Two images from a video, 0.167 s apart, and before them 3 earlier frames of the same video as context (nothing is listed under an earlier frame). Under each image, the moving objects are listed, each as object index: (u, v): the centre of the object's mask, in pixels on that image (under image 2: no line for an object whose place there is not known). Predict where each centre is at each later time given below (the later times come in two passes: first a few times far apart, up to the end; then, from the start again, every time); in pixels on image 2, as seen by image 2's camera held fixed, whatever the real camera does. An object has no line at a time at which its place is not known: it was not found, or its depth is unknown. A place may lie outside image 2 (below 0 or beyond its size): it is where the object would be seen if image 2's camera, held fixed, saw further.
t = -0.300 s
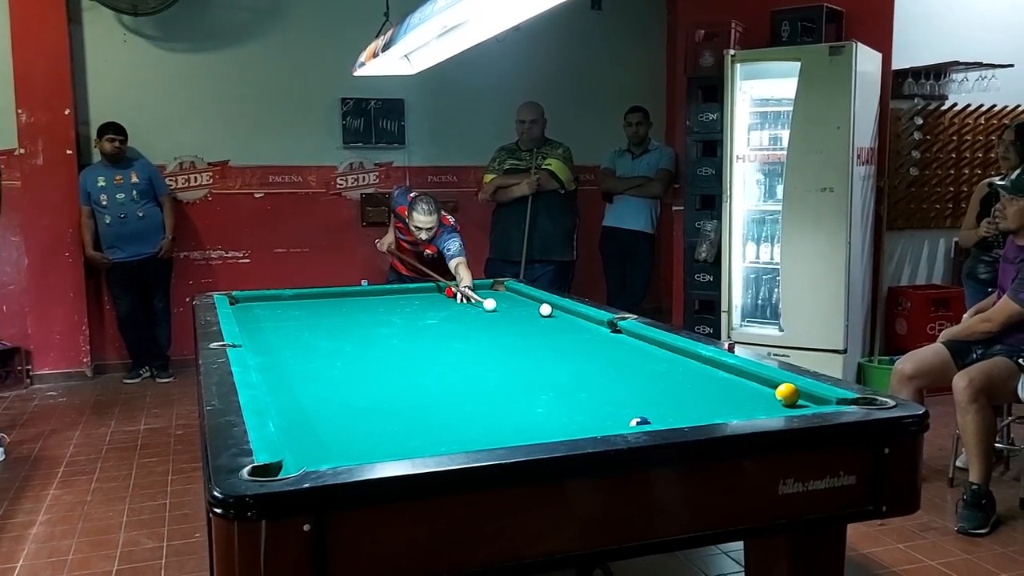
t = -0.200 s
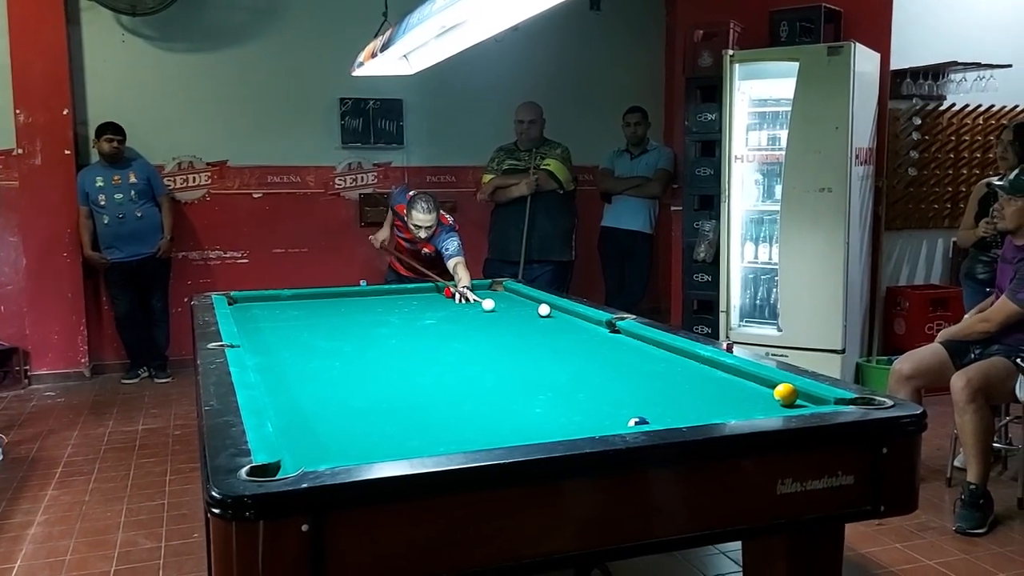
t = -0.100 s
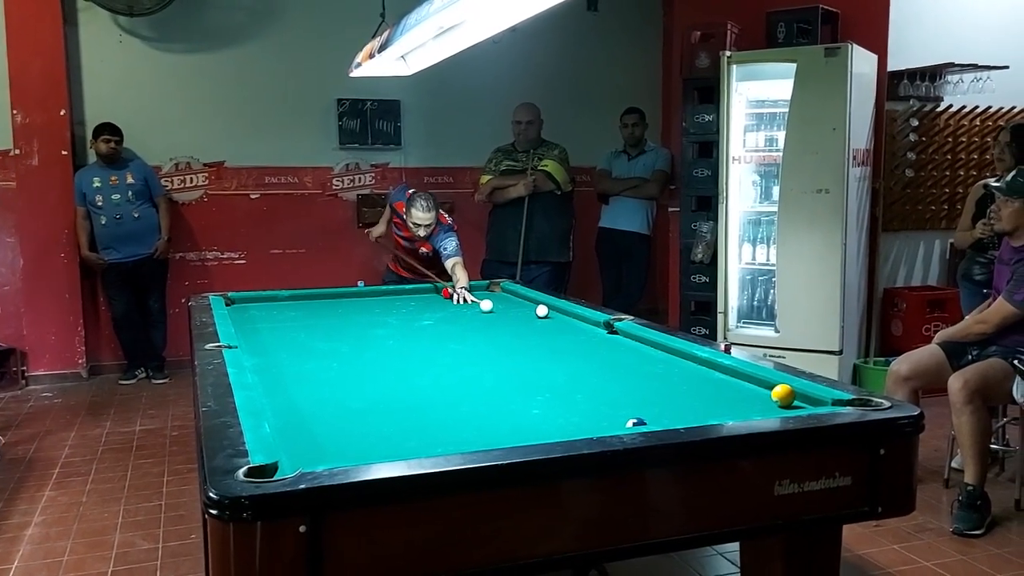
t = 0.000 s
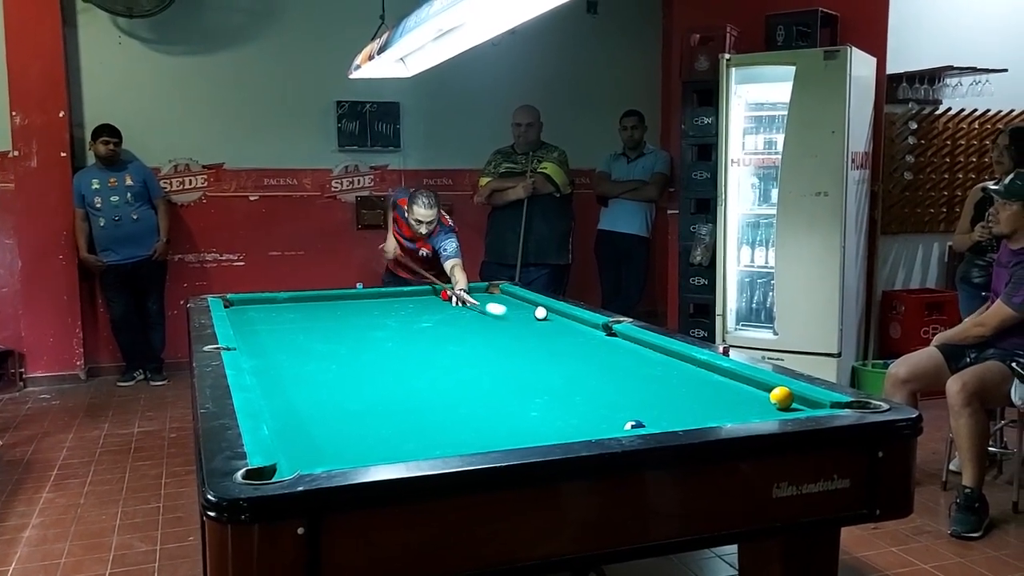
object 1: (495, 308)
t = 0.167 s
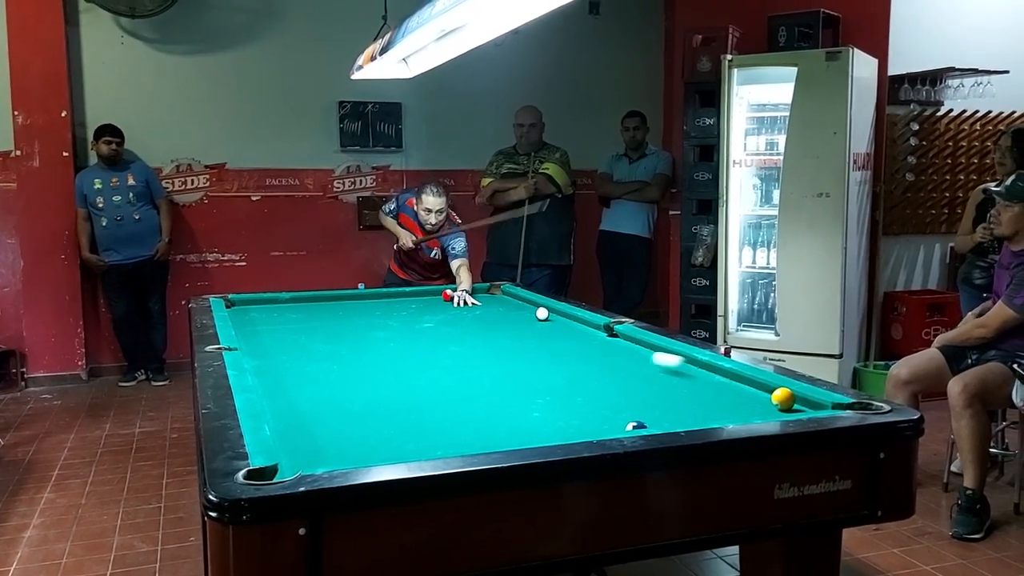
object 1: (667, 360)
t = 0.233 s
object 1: (764, 392)
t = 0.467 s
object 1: (753, 394)
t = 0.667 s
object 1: (729, 389)
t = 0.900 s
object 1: (704, 385)
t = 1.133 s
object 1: (681, 380)
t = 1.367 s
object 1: (661, 376)
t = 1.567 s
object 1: (646, 374)
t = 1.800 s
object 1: (630, 371)
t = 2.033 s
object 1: (616, 369)
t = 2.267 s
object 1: (604, 366)
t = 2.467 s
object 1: (595, 365)
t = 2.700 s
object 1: (586, 363)
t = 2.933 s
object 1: (580, 362)
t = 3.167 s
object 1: (575, 361)
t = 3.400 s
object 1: (571, 361)
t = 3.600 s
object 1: (570, 361)
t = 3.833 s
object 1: (570, 360)
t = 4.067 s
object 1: (571, 361)
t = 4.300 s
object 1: (571, 361)
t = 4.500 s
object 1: (571, 361)
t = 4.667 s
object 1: (571, 361)
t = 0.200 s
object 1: (715, 374)
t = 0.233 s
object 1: (764, 392)
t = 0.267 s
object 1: (767, 395)
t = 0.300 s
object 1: (767, 395)
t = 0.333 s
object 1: (765, 396)
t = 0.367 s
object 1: (763, 396)
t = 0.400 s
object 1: (761, 395)
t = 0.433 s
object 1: (757, 395)
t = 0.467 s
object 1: (753, 394)
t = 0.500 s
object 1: (749, 393)
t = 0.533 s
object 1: (745, 393)
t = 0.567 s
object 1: (740, 392)
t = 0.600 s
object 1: (736, 391)
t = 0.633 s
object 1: (733, 390)
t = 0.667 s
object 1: (729, 389)
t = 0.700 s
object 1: (725, 389)
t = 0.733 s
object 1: (722, 388)
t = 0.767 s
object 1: (718, 387)
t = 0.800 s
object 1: (714, 387)
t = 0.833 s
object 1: (710, 386)
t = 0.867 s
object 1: (707, 385)
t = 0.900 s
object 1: (704, 385)
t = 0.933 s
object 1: (700, 384)
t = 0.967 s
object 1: (697, 383)
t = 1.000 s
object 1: (694, 383)
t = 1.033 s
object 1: (690, 382)
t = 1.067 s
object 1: (687, 381)
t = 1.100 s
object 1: (684, 381)
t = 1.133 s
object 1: (681, 380)
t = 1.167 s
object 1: (678, 380)
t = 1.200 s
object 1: (675, 379)
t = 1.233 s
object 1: (672, 379)
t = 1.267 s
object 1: (669, 378)
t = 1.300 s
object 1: (667, 377)
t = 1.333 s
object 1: (664, 377)
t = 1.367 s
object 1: (661, 376)
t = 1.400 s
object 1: (659, 376)
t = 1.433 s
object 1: (656, 376)
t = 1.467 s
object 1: (653, 375)
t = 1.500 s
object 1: (651, 374)
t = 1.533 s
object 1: (648, 374)
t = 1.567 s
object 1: (646, 374)
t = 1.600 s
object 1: (644, 373)
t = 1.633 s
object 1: (641, 373)
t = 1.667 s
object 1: (639, 372)
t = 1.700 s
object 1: (637, 372)
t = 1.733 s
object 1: (634, 371)
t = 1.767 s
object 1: (632, 371)
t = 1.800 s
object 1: (630, 371)
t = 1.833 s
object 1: (628, 370)
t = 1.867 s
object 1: (626, 370)
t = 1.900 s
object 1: (624, 370)
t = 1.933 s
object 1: (622, 369)
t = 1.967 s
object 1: (620, 369)
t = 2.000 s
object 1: (618, 369)
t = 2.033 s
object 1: (616, 369)
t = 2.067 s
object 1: (614, 368)
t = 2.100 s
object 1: (612, 367)
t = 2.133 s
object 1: (610, 367)
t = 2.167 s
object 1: (609, 367)
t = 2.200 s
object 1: (607, 367)
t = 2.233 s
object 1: (606, 366)
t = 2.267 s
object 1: (604, 366)
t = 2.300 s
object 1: (602, 366)
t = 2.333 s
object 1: (601, 366)
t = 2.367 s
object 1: (599, 366)
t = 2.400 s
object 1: (598, 365)
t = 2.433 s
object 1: (596, 365)
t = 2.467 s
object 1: (595, 365)
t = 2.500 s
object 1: (594, 364)
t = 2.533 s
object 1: (592, 364)
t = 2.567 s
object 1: (591, 364)
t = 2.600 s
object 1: (590, 364)
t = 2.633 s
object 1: (589, 363)
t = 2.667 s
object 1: (587, 363)
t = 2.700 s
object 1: (586, 363)
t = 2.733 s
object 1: (585, 363)
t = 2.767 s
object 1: (584, 363)
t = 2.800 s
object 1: (583, 362)
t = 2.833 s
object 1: (582, 362)
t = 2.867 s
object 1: (582, 362)
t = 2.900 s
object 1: (581, 362)
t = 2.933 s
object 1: (580, 362)
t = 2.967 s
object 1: (579, 362)
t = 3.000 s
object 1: (578, 362)
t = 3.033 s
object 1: (577, 362)
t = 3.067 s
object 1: (577, 361)
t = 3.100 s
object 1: (576, 361)
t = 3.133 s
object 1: (575, 361)
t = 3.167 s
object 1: (575, 361)
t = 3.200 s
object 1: (574, 361)
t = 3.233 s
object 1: (573, 361)
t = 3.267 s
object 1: (573, 361)
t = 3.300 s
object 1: (572, 361)
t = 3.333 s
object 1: (572, 361)
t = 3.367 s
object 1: (572, 361)
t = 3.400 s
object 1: (571, 361)
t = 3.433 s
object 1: (571, 361)
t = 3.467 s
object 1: (570, 361)
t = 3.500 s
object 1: (570, 360)
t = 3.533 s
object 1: (570, 360)
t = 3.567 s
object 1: (570, 360)
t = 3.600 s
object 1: (570, 361)
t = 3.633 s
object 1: (570, 360)
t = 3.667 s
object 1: (570, 361)
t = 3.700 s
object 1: (570, 360)
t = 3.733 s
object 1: (570, 360)
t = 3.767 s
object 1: (570, 360)
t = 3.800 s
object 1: (570, 360)
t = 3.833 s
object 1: (570, 360)
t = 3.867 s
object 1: (570, 360)
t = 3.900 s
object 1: (570, 360)
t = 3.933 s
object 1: (571, 361)
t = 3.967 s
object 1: (571, 361)
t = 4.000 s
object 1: (571, 361)
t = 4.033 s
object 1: (571, 361)
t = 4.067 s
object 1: (571, 361)
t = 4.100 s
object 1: (571, 361)
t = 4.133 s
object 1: (571, 361)
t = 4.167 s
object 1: (571, 361)
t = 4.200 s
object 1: (571, 361)
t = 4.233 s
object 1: (571, 361)
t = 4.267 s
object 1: (571, 361)
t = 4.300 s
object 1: (571, 361)
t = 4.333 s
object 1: (571, 361)
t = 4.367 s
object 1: (571, 361)
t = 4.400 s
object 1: (571, 361)
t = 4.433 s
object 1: (571, 361)
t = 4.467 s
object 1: (571, 361)
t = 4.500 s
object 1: (571, 361)
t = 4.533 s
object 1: (571, 361)
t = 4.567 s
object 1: (571, 361)
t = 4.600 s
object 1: (571, 361)
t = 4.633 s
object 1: (571, 361)
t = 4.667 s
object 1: (571, 361)
